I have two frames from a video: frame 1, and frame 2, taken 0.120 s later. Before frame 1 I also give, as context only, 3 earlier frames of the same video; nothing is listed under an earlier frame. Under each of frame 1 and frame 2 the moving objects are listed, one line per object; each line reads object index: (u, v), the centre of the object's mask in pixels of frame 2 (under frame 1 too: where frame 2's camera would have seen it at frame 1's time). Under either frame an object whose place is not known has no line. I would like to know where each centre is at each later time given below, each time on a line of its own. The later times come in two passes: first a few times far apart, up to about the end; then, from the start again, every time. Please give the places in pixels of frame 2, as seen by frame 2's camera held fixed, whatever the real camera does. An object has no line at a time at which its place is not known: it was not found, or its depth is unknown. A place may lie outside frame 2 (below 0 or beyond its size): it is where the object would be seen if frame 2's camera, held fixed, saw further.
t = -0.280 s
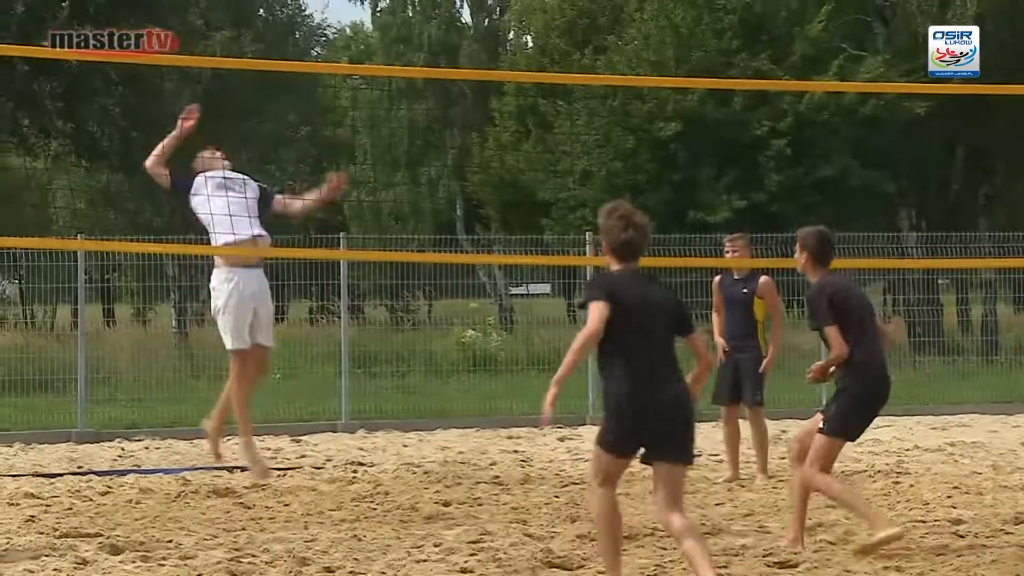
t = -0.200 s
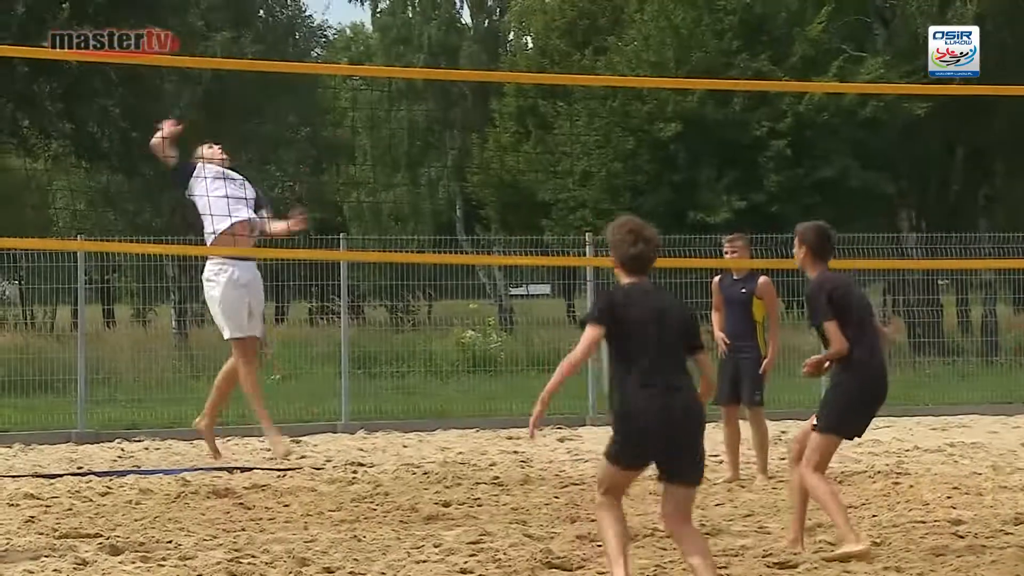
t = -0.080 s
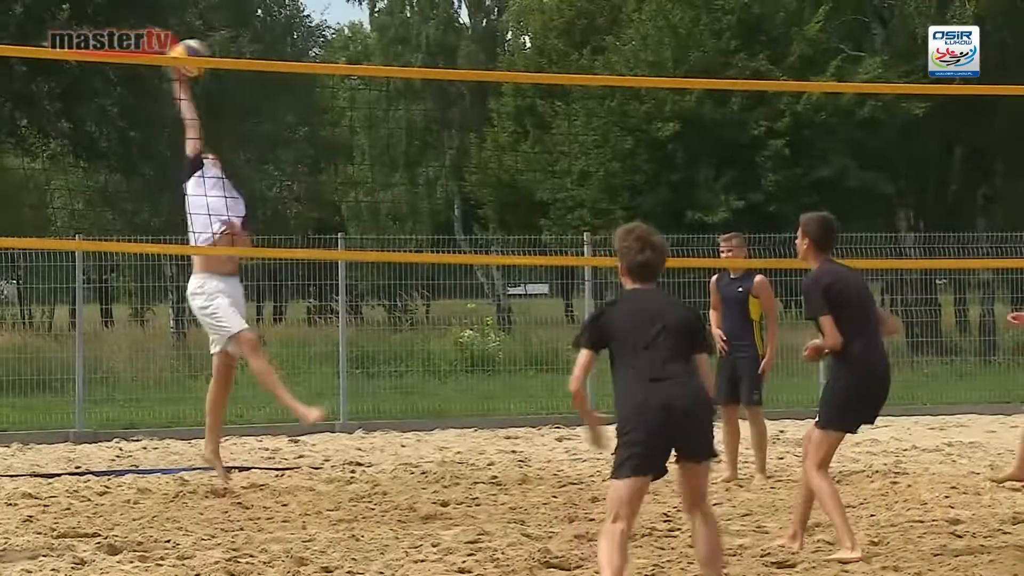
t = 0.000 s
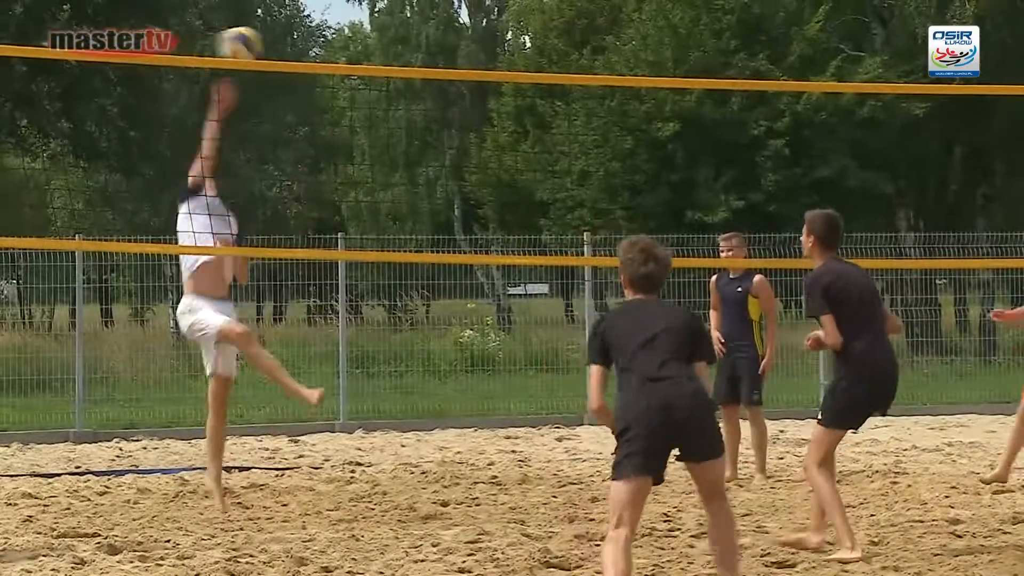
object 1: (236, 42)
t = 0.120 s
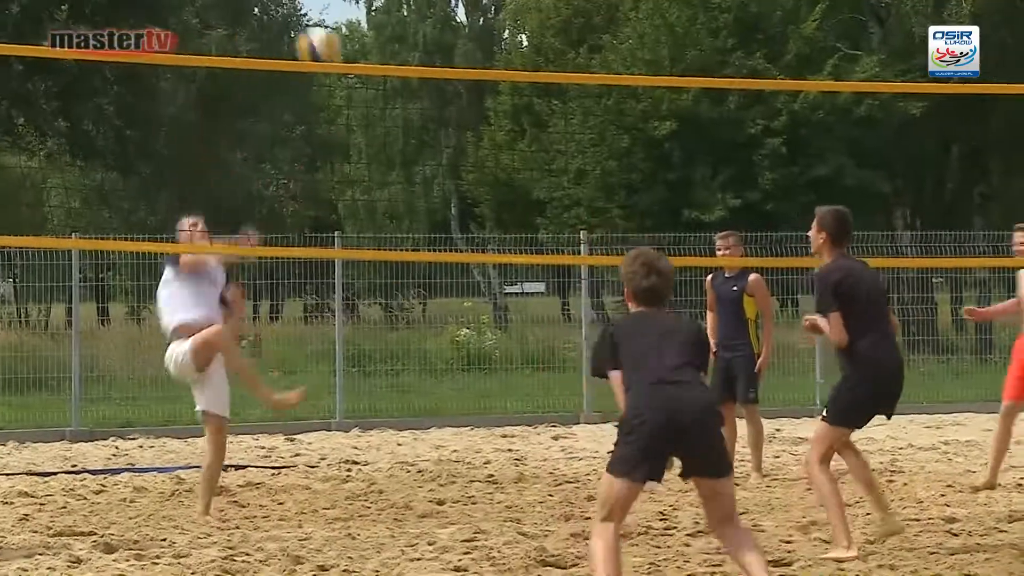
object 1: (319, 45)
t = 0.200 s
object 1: (376, 61)
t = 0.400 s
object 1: (456, 62)
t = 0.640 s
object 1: (555, 186)
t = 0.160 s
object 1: (348, 50)
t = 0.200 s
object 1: (376, 61)
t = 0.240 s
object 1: (392, 57)
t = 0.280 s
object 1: (410, 50)
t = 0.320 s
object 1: (424, 51)
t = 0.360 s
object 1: (440, 55)
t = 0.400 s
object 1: (456, 62)
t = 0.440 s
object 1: (473, 74)
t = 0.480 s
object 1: (488, 87)
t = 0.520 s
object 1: (505, 105)
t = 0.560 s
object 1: (523, 127)
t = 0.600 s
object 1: (539, 155)
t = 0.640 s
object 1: (555, 186)
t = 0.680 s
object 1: (574, 220)
